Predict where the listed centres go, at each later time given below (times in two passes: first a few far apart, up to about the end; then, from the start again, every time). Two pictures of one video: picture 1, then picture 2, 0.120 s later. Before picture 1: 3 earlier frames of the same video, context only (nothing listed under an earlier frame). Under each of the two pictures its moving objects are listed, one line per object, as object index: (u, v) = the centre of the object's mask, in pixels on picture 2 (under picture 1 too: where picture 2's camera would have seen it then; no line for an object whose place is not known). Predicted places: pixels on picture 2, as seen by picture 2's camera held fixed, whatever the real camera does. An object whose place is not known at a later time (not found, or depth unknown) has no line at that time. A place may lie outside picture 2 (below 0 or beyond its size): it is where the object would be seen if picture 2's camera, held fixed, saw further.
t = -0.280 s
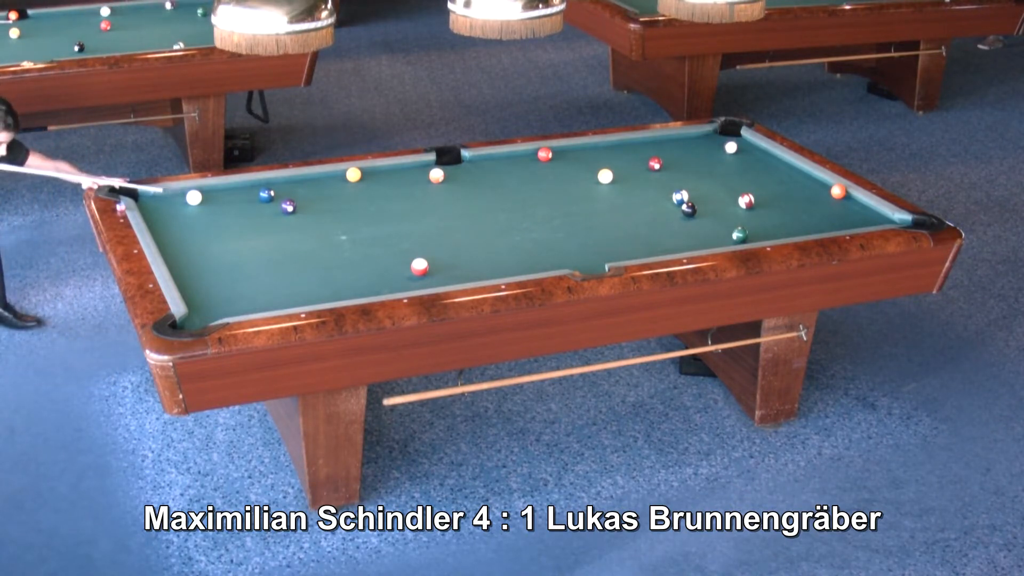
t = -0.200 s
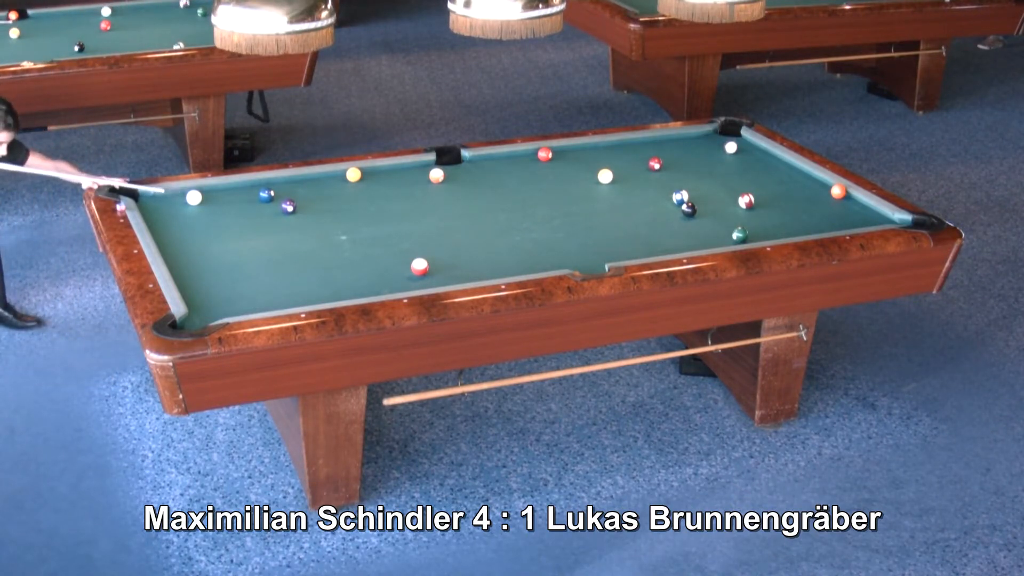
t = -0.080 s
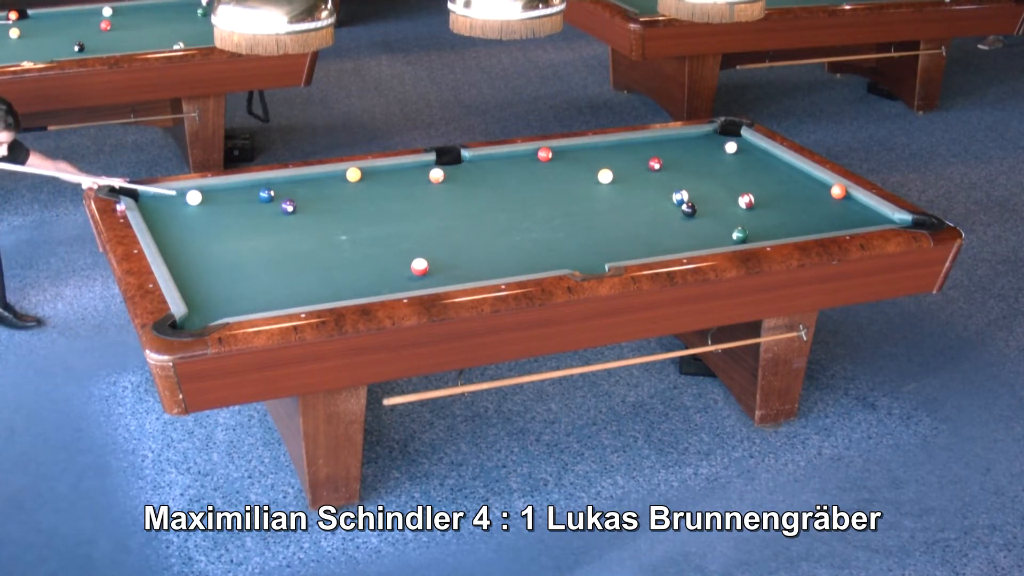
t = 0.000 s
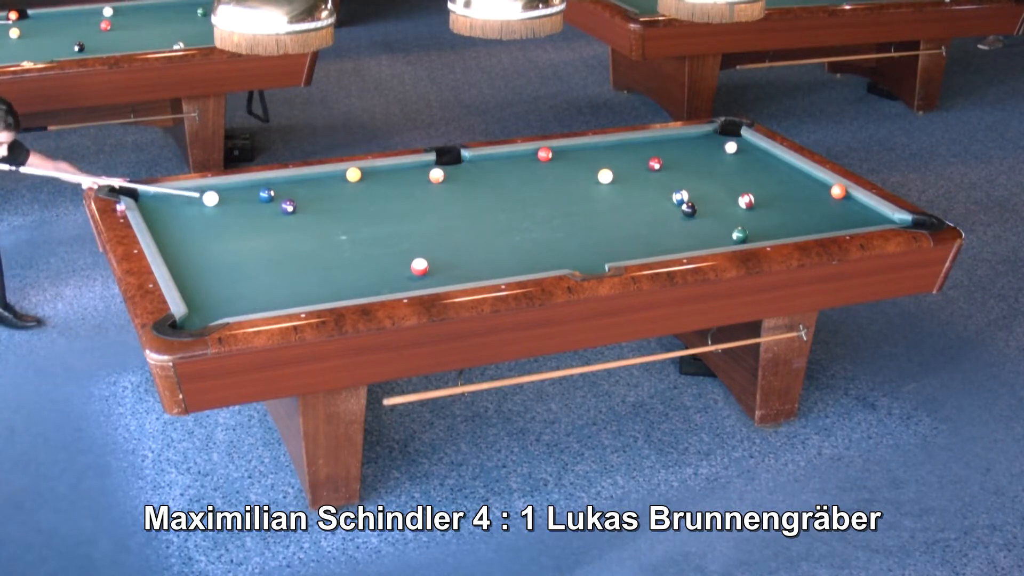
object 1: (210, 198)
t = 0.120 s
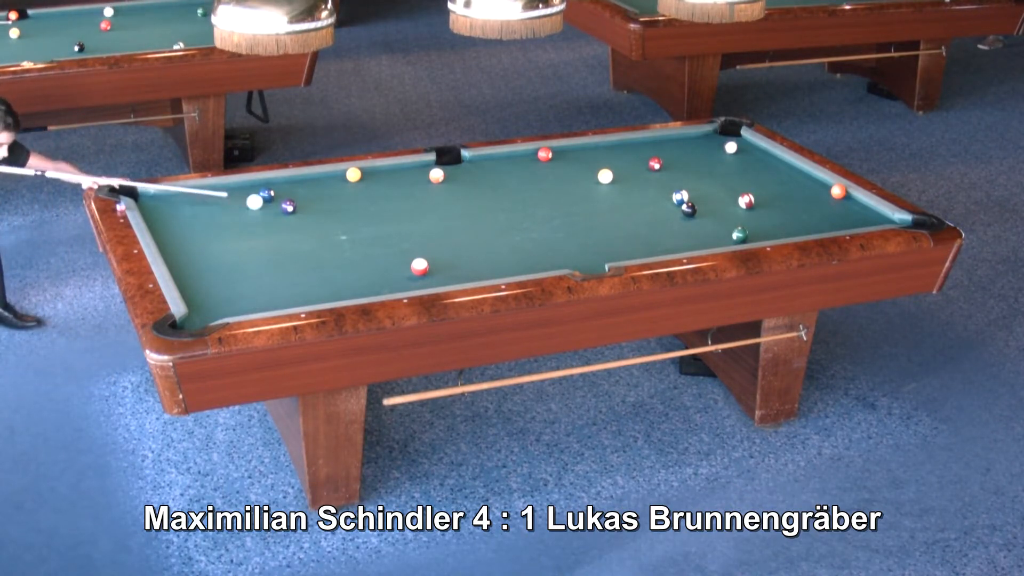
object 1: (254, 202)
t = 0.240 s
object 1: (282, 202)
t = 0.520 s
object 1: (321, 196)
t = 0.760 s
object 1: (353, 191)
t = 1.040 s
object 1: (388, 186)
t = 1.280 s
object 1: (415, 182)
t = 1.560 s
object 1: (444, 181)
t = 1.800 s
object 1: (463, 181)
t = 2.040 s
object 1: (481, 181)
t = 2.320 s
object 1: (500, 182)
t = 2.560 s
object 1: (516, 182)
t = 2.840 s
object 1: (532, 183)
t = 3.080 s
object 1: (544, 183)
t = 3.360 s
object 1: (557, 184)
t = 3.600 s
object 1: (566, 184)
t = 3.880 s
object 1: (575, 184)
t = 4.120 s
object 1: (581, 184)
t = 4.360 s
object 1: (586, 184)
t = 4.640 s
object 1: (590, 185)
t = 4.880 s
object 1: (592, 185)
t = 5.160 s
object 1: (592, 185)
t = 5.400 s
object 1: (592, 184)
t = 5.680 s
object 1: (592, 184)
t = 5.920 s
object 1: (592, 184)
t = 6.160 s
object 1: (592, 184)
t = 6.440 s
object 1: (592, 184)
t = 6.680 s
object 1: (592, 185)
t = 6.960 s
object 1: (592, 184)
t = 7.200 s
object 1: (592, 185)
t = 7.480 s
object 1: (592, 185)
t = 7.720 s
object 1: (592, 185)
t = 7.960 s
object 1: (592, 185)
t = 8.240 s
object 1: (592, 185)
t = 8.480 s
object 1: (592, 185)
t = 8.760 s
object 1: (592, 185)
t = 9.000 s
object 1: (592, 185)
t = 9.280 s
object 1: (592, 185)
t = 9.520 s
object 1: (592, 185)
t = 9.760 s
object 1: (592, 185)
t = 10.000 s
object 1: (592, 185)
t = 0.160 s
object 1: (269, 203)
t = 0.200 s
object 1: (278, 203)
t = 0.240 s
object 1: (282, 202)
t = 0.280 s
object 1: (287, 200)
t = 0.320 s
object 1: (292, 199)
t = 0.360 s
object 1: (298, 199)
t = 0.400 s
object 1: (304, 198)
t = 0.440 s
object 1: (310, 197)
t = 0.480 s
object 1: (315, 196)
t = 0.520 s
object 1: (321, 196)
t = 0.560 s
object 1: (326, 195)
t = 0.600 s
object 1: (332, 194)
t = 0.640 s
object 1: (337, 193)
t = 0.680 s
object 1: (342, 192)
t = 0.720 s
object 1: (347, 192)
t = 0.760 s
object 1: (353, 191)
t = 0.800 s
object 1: (358, 190)
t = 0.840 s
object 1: (363, 190)
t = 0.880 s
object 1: (368, 189)
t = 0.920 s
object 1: (373, 188)
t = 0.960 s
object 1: (378, 188)
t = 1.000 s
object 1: (383, 187)
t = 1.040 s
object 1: (388, 186)
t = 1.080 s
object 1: (392, 186)
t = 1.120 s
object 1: (397, 185)
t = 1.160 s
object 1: (402, 184)
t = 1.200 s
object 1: (406, 184)
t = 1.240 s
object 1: (411, 183)
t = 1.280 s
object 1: (415, 182)
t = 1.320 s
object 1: (420, 182)
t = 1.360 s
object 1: (424, 181)
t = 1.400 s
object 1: (428, 181)
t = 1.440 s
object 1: (433, 180)
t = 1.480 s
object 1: (436, 181)
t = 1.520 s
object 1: (440, 181)
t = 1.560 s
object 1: (444, 181)
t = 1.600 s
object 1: (447, 181)
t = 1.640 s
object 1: (450, 181)
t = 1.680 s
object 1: (453, 181)
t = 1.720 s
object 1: (456, 181)
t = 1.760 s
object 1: (460, 181)
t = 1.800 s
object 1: (463, 181)
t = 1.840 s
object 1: (466, 181)
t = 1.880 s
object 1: (469, 181)
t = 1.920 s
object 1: (472, 181)
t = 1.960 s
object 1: (475, 181)
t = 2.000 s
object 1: (478, 181)
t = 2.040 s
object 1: (481, 181)
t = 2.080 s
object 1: (484, 181)
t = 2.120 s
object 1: (487, 182)
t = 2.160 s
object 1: (489, 182)
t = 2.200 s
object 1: (492, 182)
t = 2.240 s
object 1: (495, 182)
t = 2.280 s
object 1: (498, 182)
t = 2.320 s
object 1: (500, 182)
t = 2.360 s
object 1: (503, 182)
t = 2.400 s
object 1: (506, 182)
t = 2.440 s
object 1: (508, 182)
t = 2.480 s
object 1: (511, 182)
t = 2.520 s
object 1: (513, 182)
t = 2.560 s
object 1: (516, 182)
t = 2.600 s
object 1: (518, 183)
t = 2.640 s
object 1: (520, 183)
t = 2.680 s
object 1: (523, 183)
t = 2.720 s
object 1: (525, 183)
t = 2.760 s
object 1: (527, 183)
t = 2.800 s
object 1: (529, 183)
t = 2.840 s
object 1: (532, 183)
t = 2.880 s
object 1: (534, 183)
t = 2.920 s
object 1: (536, 183)
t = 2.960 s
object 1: (538, 183)
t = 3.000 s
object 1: (540, 183)
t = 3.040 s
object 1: (542, 183)
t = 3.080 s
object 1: (544, 183)
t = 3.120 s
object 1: (546, 183)
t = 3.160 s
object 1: (548, 183)
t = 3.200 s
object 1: (550, 183)
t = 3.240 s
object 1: (552, 183)
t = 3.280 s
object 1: (553, 184)
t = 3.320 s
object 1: (555, 184)
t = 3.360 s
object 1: (557, 184)
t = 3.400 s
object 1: (558, 184)
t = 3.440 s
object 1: (560, 184)
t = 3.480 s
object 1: (561, 184)
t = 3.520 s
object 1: (563, 184)
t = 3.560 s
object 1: (564, 184)
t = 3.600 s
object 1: (566, 184)
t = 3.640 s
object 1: (567, 184)
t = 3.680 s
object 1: (569, 184)
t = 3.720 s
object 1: (570, 184)
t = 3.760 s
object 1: (571, 184)
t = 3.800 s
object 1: (573, 184)
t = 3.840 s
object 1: (574, 184)
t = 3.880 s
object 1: (575, 184)
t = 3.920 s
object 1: (576, 184)
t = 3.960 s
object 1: (577, 184)
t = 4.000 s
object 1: (578, 184)
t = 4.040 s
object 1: (579, 184)
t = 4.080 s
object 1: (580, 184)
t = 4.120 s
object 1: (581, 184)
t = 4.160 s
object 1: (582, 184)
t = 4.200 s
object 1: (583, 184)
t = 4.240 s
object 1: (584, 184)
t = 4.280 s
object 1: (585, 184)
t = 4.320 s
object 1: (585, 184)
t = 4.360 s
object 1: (586, 184)
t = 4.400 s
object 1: (587, 185)
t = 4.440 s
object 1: (587, 184)
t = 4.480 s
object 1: (588, 185)
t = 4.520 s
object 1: (589, 184)
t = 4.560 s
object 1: (589, 185)
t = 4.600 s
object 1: (590, 185)
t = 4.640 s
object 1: (590, 185)
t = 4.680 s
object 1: (590, 185)
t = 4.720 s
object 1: (591, 185)
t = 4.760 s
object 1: (591, 185)
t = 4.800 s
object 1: (591, 185)
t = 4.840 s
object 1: (591, 185)
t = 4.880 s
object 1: (592, 185)
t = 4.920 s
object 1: (592, 185)
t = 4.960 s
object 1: (592, 185)
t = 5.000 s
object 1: (592, 185)
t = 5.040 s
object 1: (592, 185)
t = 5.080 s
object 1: (592, 185)
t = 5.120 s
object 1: (592, 185)
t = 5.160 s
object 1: (592, 185)
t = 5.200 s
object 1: (592, 185)
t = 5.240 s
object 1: (592, 185)
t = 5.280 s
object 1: (592, 184)
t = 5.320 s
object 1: (592, 184)
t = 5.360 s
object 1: (592, 184)
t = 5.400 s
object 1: (592, 184)
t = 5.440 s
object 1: (592, 184)
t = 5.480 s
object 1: (592, 184)
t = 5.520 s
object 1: (592, 184)
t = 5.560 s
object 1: (592, 184)
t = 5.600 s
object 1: (592, 184)
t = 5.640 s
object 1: (592, 184)
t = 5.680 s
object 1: (592, 184)
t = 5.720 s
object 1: (592, 184)
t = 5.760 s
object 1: (592, 184)
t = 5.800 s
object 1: (592, 184)
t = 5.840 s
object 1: (592, 184)
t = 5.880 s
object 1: (592, 184)
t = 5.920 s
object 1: (592, 184)
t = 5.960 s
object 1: (592, 184)
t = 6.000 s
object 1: (592, 184)
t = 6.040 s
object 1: (592, 184)
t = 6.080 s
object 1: (592, 184)
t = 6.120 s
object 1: (592, 184)
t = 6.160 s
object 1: (592, 184)
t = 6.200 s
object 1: (592, 184)
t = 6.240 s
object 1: (592, 184)
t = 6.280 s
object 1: (592, 184)
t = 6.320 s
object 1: (592, 184)
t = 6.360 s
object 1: (592, 184)
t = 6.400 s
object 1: (592, 184)
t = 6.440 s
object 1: (592, 184)
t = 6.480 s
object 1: (592, 184)
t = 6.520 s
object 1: (592, 184)
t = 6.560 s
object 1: (592, 185)
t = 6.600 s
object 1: (592, 185)
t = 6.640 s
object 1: (592, 185)
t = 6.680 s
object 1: (592, 185)
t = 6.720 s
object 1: (592, 184)
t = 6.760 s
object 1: (592, 184)
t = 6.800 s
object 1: (592, 184)
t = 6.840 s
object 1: (592, 184)
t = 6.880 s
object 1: (592, 184)
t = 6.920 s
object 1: (592, 184)
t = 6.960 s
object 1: (592, 184)
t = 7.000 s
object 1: (592, 184)
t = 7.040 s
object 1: (592, 184)
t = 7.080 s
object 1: (592, 184)
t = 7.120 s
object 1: (592, 185)
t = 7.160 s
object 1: (592, 185)
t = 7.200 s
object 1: (592, 185)
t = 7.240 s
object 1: (592, 185)
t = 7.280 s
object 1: (592, 185)
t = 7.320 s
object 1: (592, 185)
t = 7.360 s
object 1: (592, 185)
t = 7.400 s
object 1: (592, 185)
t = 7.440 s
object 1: (592, 185)
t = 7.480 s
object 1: (592, 185)
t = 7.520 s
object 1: (592, 185)
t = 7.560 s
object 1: (592, 185)
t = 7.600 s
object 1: (592, 185)
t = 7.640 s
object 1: (592, 185)
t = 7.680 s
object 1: (592, 185)
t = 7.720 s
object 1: (592, 185)
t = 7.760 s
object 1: (592, 185)
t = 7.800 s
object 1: (592, 185)
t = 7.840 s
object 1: (592, 185)
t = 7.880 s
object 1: (592, 185)
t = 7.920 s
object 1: (592, 185)
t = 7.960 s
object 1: (592, 185)
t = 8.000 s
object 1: (592, 185)
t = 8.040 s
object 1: (592, 185)
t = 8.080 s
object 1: (592, 185)
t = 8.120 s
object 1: (592, 185)
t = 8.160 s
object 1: (592, 185)
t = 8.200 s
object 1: (592, 185)
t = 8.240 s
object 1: (592, 185)
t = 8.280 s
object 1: (592, 185)
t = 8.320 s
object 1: (592, 185)
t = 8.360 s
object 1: (592, 185)
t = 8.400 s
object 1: (592, 185)
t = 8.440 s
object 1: (592, 185)
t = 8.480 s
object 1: (592, 185)
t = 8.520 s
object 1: (592, 185)
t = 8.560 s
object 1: (592, 185)
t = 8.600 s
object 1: (592, 185)
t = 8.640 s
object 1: (592, 185)
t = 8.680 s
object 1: (592, 185)
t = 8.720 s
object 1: (592, 185)
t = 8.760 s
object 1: (592, 185)
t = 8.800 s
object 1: (592, 185)
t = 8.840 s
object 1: (592, 185)
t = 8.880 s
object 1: (592, 185)
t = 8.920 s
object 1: (592, 185)
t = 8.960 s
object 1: (592, 185)
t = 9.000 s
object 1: (592, 185)
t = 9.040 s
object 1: (592, 185)
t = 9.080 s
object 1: (592, 185)
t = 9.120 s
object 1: (592, 185)
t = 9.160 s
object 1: (592, 185)
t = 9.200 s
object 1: (592, 185)
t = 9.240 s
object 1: (592, 185)
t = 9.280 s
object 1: (592, 185)
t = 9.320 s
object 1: (592, 185)
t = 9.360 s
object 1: (592, 185)
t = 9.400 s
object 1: (592, 185)
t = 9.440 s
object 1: (592, 185)
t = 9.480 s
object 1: (592, 185)
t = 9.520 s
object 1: (592, 185)
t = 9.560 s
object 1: (592, 185)
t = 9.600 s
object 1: (592, 185)
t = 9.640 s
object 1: (592, 185)
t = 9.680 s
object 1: (592, 185)
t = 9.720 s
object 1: (592, 185)
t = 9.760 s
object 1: (592, 185)
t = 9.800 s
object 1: (592, 185)
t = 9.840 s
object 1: (592, 185)
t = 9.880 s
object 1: (592, 185)
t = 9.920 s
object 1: (592, 185)
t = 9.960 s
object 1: (592, 185)
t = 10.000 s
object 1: (592, 185)
